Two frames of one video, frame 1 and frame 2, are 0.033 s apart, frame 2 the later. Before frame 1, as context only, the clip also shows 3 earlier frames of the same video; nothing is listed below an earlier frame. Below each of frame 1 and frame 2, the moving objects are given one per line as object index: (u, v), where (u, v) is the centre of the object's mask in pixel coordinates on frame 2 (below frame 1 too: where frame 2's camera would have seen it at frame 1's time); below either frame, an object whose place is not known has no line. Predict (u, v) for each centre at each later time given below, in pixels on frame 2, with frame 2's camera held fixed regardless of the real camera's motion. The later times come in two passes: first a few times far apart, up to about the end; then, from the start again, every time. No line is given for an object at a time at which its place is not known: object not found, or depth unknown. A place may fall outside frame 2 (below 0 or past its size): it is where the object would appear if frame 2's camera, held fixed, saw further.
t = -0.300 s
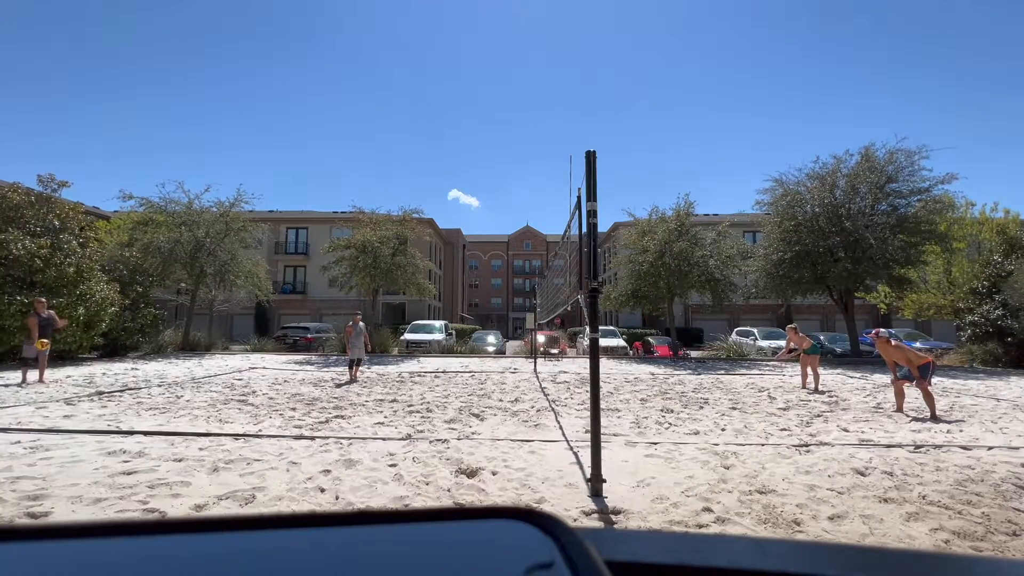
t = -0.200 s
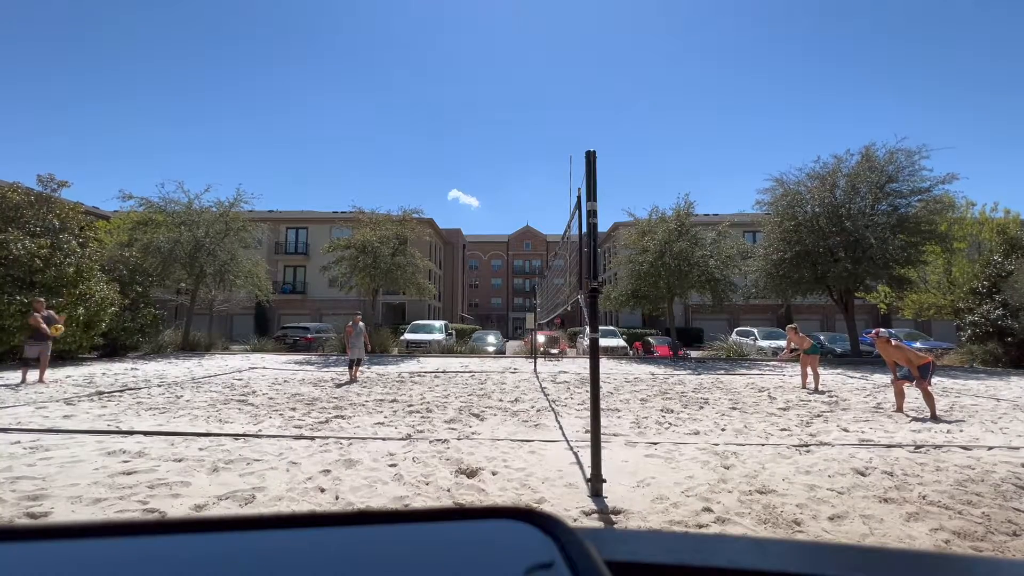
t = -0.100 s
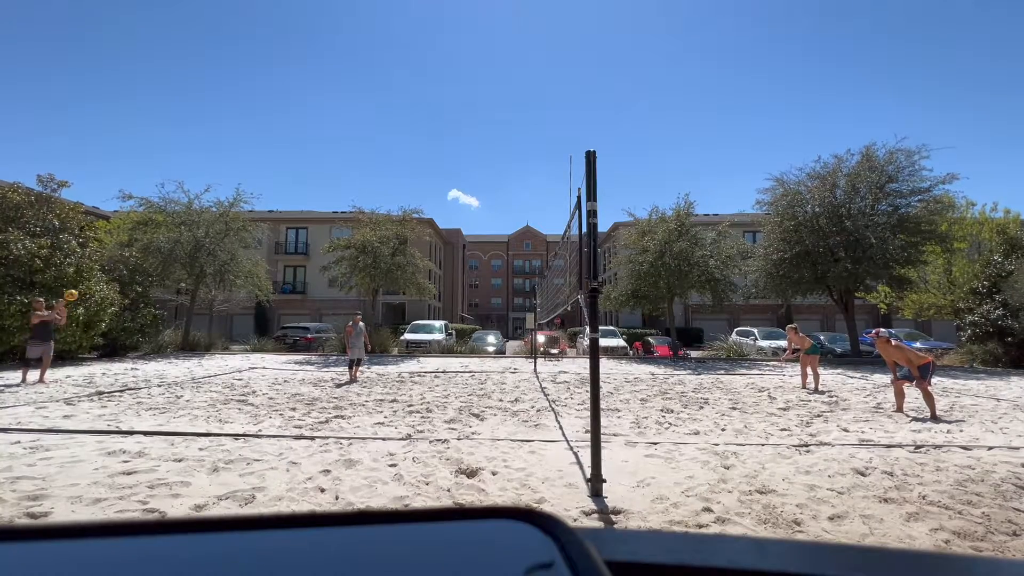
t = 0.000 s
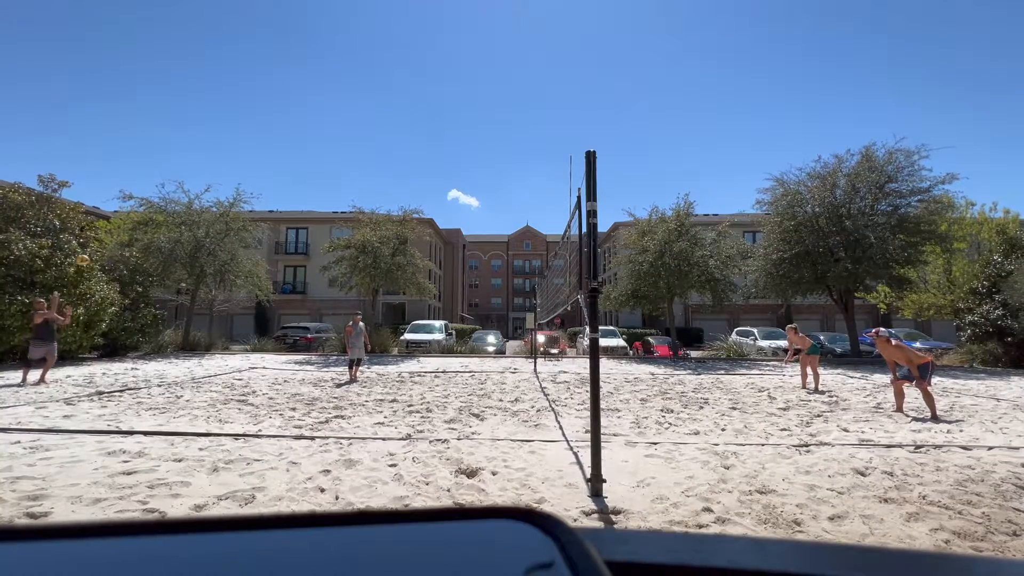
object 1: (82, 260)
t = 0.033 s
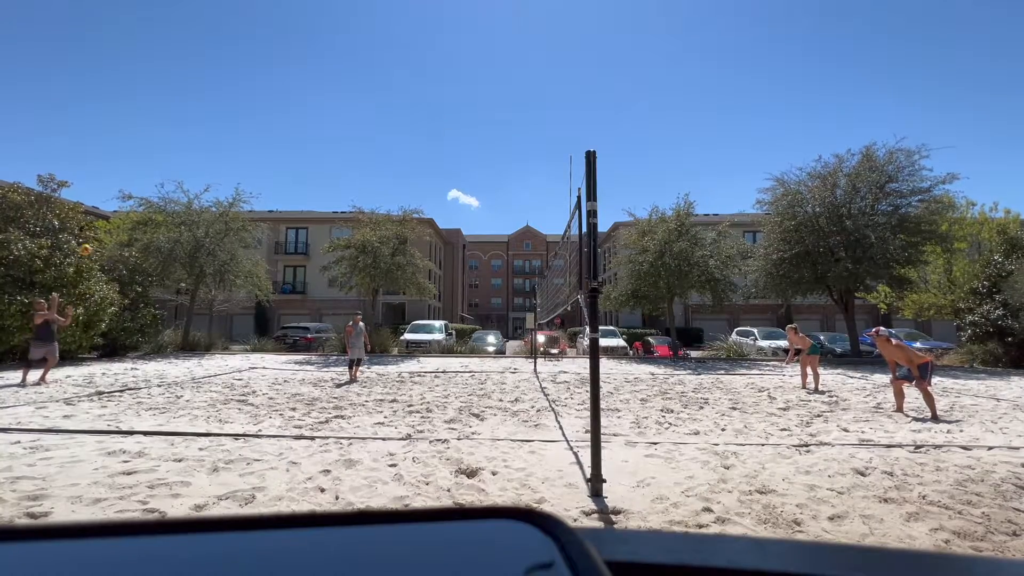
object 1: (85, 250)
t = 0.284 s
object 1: (110, 189)
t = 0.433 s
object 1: (124, 168)
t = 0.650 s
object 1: (144, 154)
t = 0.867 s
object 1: (162, 163)
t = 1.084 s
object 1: (180, 192)
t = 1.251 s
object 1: (192, 230)
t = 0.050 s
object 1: (87, 244)
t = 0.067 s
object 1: (89, 240)
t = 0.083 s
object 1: (91, 235)
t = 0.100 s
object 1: (92, 231)
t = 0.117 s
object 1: (92, 226)
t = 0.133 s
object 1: (95, 221)
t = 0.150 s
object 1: (97, 217)
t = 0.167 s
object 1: (98, 214)
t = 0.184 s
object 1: (100, 209)
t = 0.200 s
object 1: (102, 206)
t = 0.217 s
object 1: (103, 202)
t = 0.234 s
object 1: (105, 199)
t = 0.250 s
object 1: (107, 196)
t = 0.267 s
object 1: (109, 193)
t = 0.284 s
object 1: (110, 189)
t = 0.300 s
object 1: (111, 186)
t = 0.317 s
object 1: (113, 183)
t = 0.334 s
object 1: (114, 181)
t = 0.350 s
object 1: (116, 178)
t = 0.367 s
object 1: (118, 176)
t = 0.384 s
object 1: (120, 173)
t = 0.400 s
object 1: (121, 171)
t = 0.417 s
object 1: (122, 169)
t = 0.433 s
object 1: (124, 168)
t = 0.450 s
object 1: (126, 166)
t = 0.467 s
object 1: (127, 164)
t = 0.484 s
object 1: (129, 163)
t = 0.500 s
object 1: (130, 161)
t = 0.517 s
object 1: (132, 160)
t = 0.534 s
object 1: (133, 159)
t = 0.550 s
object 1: (135, 158)
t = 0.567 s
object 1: (136, 157)
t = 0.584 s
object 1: (138, 156)
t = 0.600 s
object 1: (139, 156)
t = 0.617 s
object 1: (141, 155)
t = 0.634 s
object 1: (142, 155)
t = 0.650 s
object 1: (144, 154)
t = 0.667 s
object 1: (145, 154)
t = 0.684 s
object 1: (147, 155)
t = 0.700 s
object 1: (149, 155)
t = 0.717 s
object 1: (150, 155)
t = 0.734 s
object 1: (151, 155)
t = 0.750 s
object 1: (153, 156)
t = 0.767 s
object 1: (154, 157)
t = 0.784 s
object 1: (156, 158)
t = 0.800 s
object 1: (157, 158)
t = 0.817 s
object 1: (158, 159)
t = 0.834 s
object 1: (160, 160)
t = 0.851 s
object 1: (161, 162)
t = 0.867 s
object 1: (162, 163)
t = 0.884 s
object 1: (164, 165)
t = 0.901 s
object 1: (165, 166)
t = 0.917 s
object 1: (166, 168)
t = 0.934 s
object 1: (168, 170)
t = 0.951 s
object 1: (169, 172)
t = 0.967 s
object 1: (170, 174)
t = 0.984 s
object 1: (172, 176)
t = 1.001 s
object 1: (173, 179)
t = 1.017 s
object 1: (175, 182)
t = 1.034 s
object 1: (177, 184)
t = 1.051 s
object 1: (177, 187)
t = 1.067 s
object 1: (178, 190)
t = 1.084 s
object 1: (180, 192)
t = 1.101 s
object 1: (181, 196)
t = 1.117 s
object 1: (182, 200)
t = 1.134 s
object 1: (183, 203)
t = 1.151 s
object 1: (185, 207)
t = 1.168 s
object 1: (187, 209)
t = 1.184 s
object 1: (189, 214)
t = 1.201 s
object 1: (189, 218)
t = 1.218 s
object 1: (191, 221)
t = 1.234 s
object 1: (192, 226)
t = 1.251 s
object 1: (192, 230)
